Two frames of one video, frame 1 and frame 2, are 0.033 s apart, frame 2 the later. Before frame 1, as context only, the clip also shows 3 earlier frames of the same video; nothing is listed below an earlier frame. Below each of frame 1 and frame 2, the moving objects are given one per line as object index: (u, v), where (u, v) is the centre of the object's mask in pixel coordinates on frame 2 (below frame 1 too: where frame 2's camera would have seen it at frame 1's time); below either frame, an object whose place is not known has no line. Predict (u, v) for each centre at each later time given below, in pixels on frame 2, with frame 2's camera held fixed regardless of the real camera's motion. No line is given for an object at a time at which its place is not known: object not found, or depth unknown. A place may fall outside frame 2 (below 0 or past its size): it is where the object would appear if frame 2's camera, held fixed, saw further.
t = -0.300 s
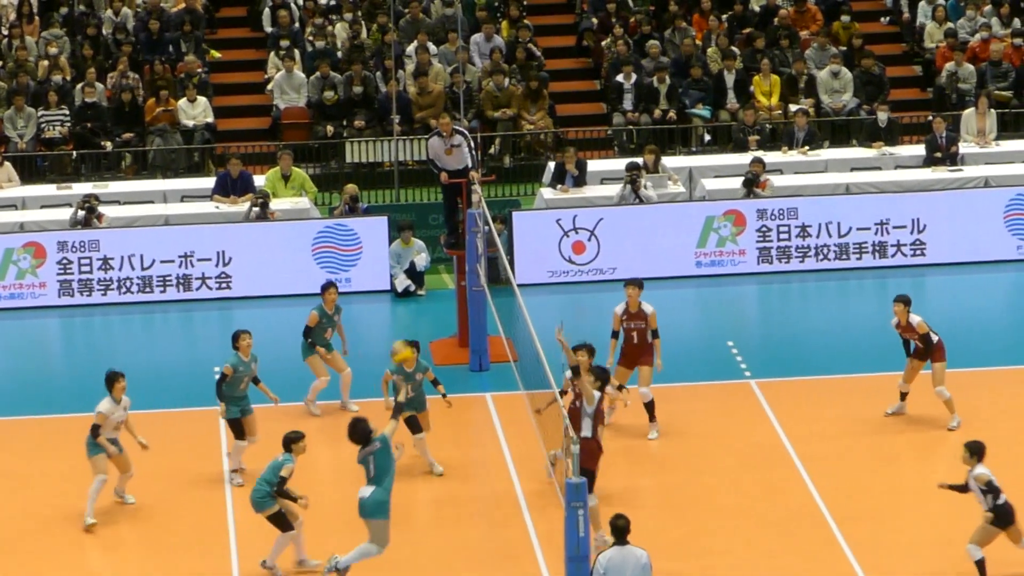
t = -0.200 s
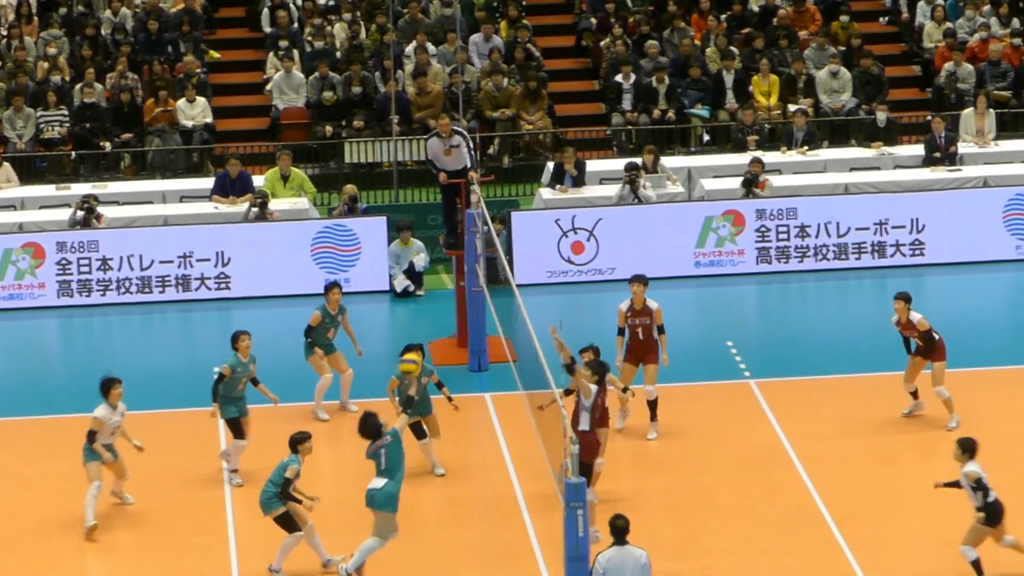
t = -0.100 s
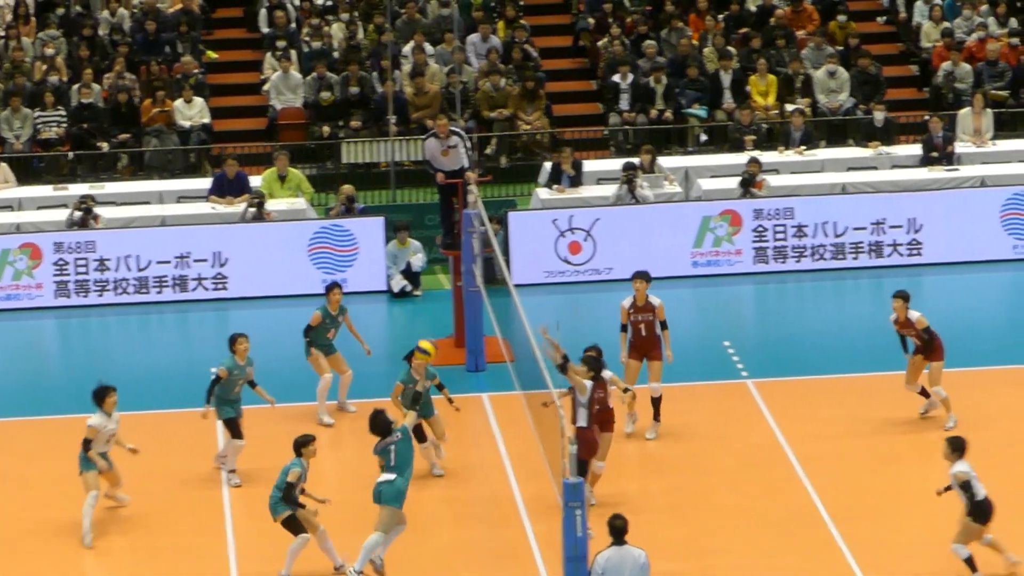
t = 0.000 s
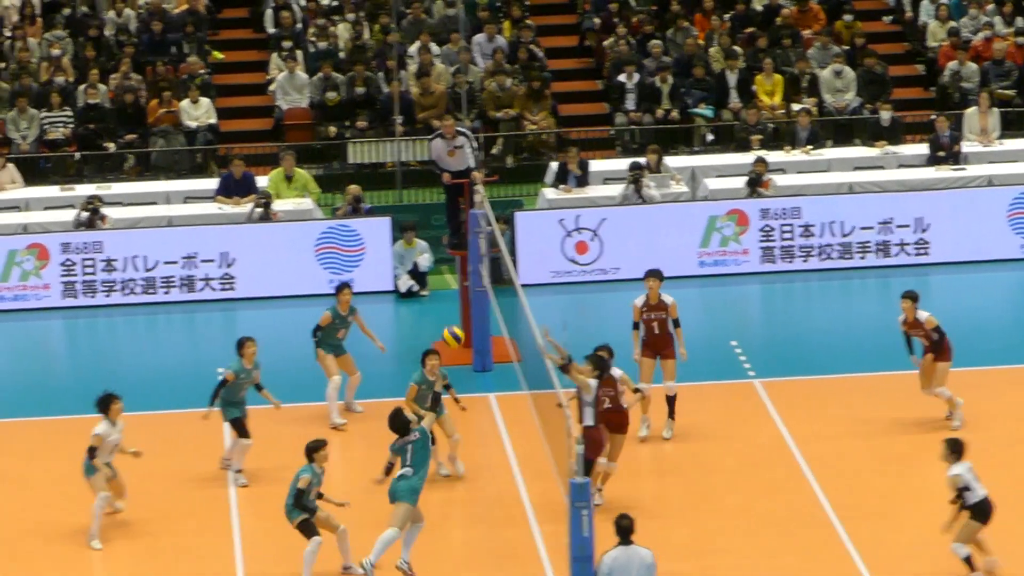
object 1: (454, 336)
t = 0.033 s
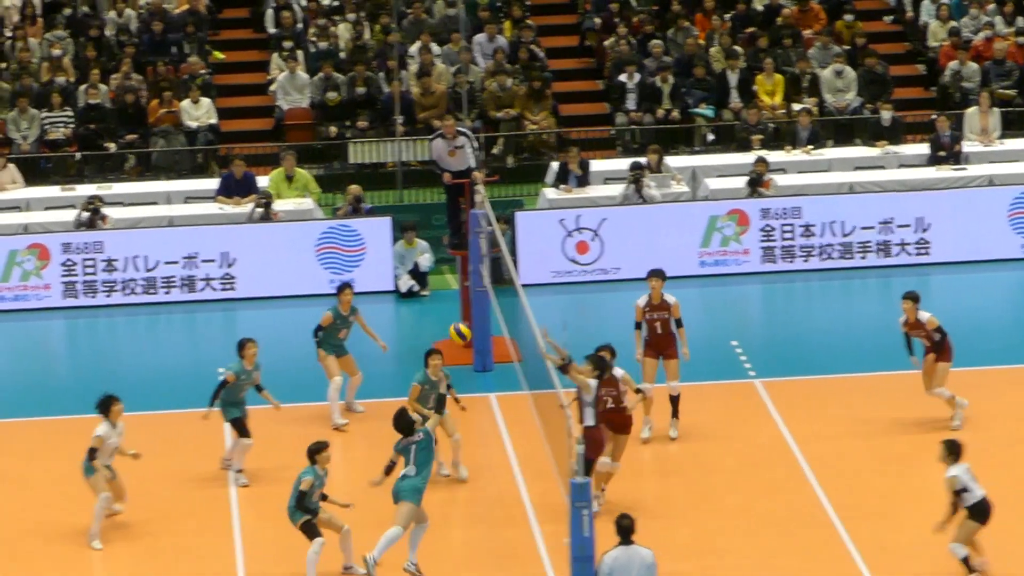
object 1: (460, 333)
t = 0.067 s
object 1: (467, 329)
